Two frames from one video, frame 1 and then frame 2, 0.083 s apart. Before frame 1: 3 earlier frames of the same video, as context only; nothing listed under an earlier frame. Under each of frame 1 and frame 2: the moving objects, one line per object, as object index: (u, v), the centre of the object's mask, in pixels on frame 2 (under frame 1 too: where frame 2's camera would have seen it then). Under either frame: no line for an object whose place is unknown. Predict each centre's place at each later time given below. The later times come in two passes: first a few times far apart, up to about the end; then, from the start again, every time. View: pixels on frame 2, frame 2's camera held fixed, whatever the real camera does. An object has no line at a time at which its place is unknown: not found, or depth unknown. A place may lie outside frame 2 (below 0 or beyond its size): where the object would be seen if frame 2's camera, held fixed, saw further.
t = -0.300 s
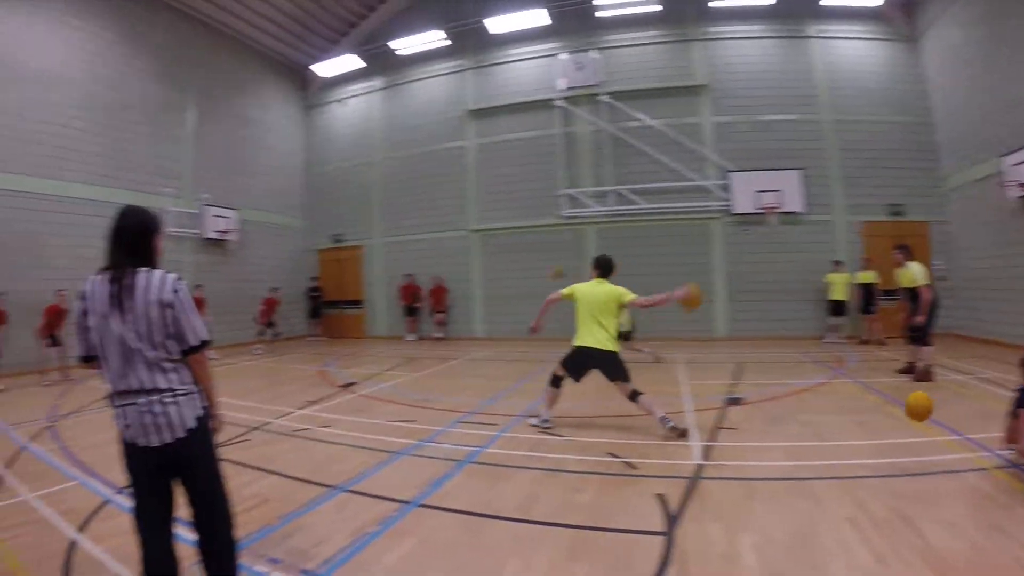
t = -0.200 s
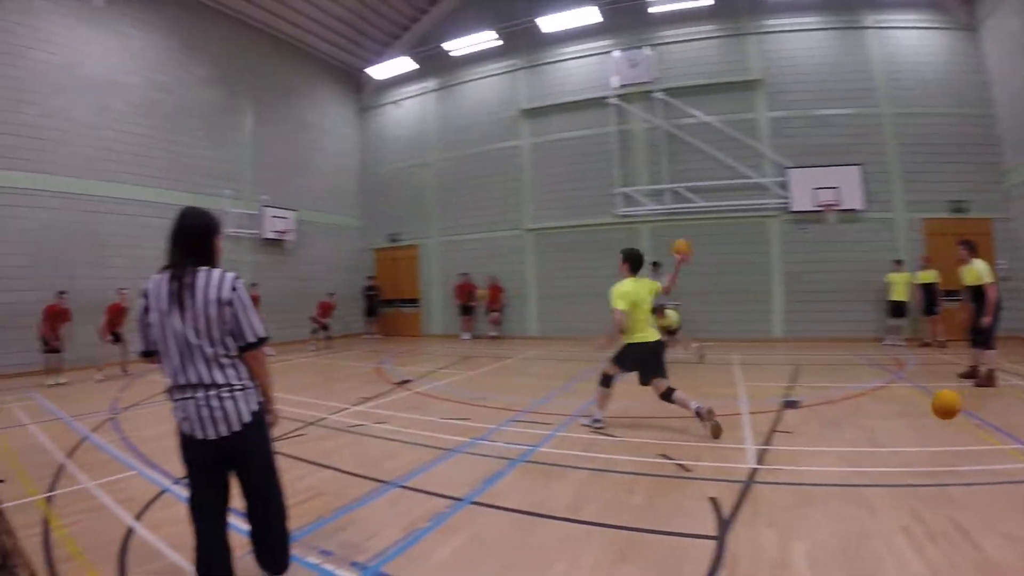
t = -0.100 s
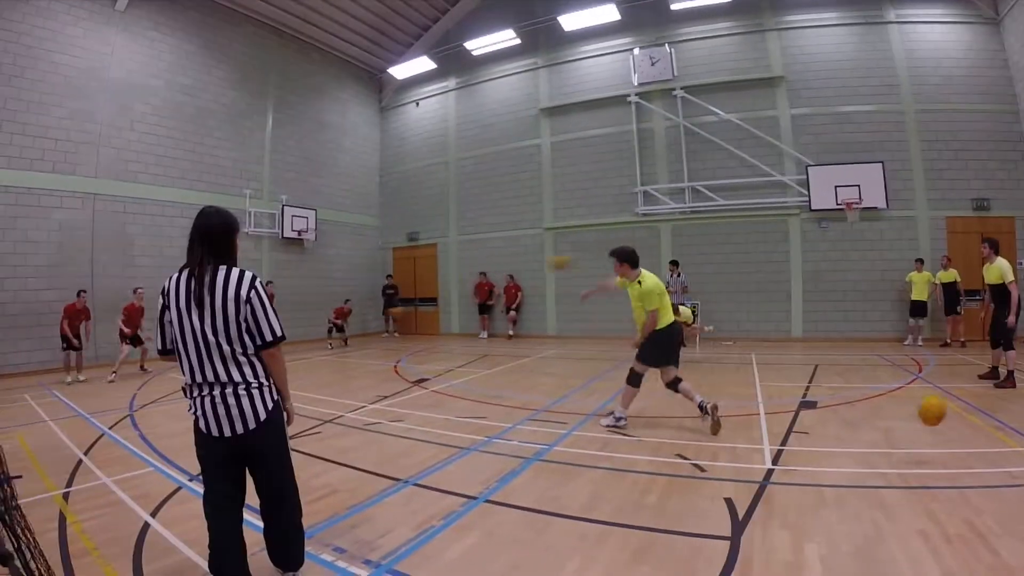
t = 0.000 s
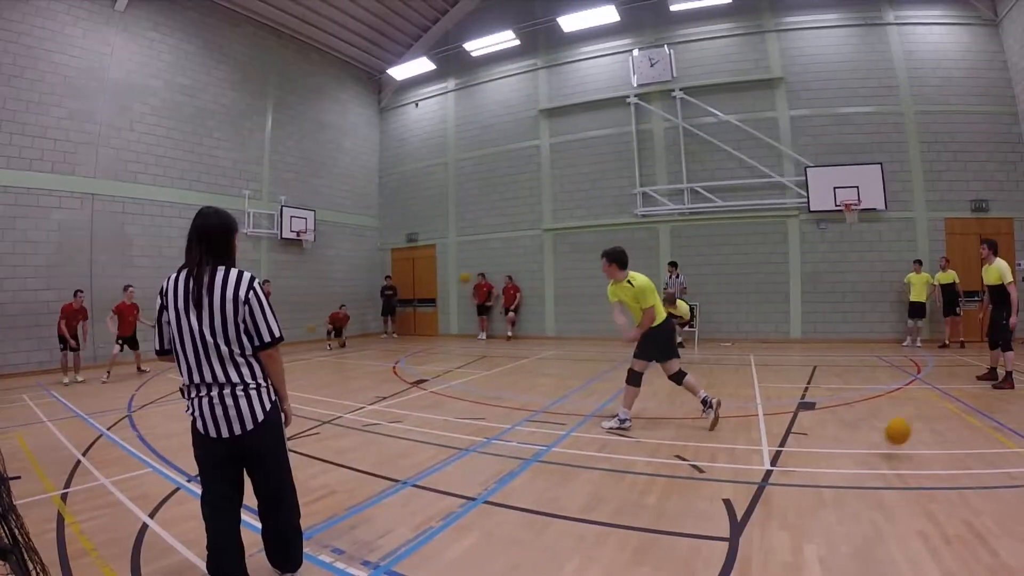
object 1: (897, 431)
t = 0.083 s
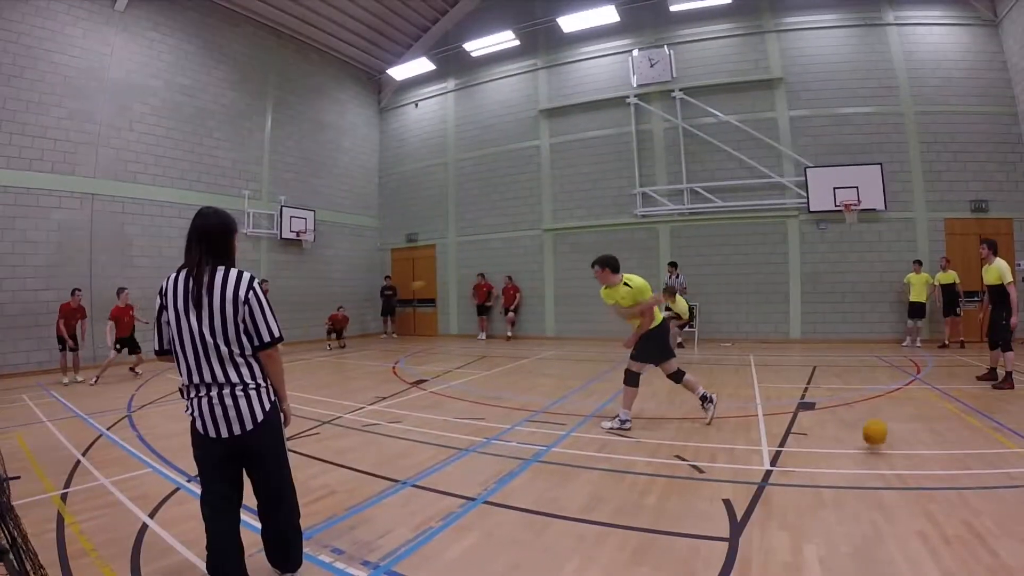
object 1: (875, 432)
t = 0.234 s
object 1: (843, 401)
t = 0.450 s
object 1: (800, 404)
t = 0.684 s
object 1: (759, 392)
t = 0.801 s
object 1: (742, 391)
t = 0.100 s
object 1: (871, 428)
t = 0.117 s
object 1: (868, 423)
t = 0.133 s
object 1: (865, 419)
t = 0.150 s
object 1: (861, 415)
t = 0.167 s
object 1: (858, 412)
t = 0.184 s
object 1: (854, 409)
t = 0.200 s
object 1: (850, 405)
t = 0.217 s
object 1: (847, 403)
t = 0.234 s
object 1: (843, 401)
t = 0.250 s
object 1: (839, 400)
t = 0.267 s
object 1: (835, 398)
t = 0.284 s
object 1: (833, 398)
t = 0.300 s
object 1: (830, 397)
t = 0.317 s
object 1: (826, 397)
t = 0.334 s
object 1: (823, 397)
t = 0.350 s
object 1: (820, 397)
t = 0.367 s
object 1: (816, 398)
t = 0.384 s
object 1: (813, 398)
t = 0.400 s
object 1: (808, 399)
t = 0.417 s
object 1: (806, 400)
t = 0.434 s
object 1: (803, 402)
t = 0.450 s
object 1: (800, 404)
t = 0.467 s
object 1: (796, 407)
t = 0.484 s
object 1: (793, 410)
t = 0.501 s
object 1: (790, 412)
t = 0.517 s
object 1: (788, 415)
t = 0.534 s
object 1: (785, 414)
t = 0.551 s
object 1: (781, 409)
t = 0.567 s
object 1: (778, 404)
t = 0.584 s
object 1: (775, 402)
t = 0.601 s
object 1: (773, 400)
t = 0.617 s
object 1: (770, 397)
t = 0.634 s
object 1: (768, 396)
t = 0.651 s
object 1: (764, 394)
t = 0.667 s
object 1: (762, 393)
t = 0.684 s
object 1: (759, 392)
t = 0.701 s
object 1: (757, 391)
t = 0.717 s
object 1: (754, 390)
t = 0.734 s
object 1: (752, 390)
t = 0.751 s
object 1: (748, 390)
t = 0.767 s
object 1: (746, 390)
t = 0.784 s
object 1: (744, 390)
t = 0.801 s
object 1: (742, 391)
